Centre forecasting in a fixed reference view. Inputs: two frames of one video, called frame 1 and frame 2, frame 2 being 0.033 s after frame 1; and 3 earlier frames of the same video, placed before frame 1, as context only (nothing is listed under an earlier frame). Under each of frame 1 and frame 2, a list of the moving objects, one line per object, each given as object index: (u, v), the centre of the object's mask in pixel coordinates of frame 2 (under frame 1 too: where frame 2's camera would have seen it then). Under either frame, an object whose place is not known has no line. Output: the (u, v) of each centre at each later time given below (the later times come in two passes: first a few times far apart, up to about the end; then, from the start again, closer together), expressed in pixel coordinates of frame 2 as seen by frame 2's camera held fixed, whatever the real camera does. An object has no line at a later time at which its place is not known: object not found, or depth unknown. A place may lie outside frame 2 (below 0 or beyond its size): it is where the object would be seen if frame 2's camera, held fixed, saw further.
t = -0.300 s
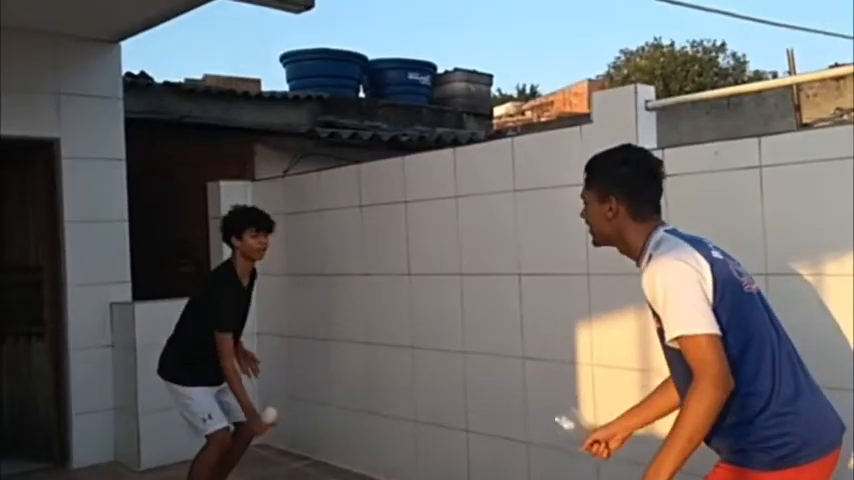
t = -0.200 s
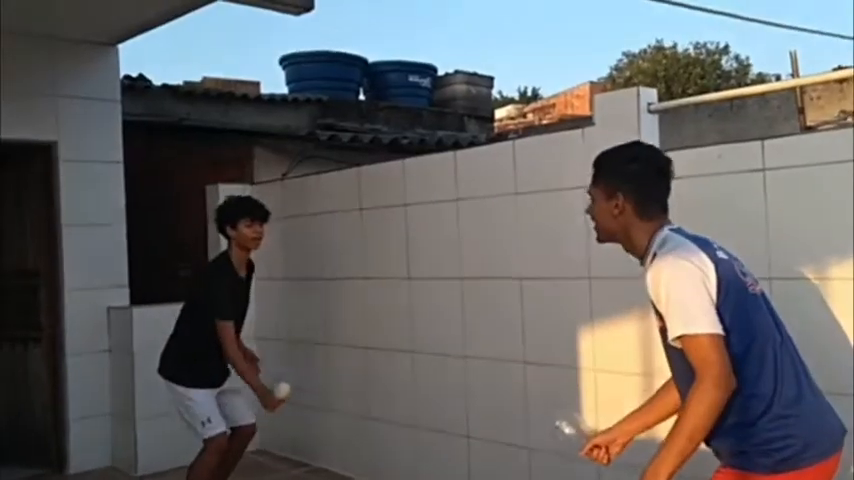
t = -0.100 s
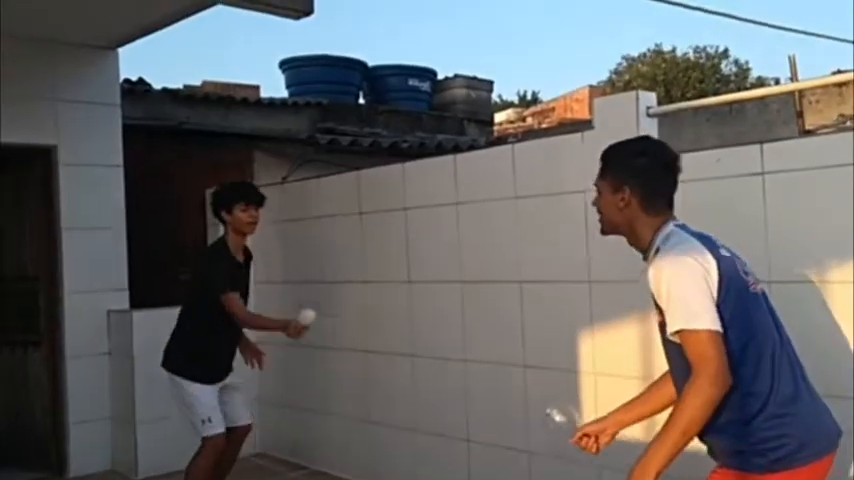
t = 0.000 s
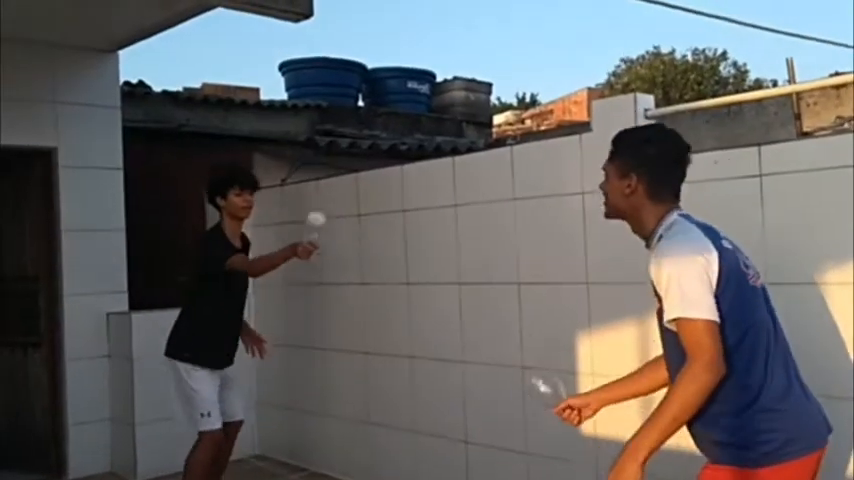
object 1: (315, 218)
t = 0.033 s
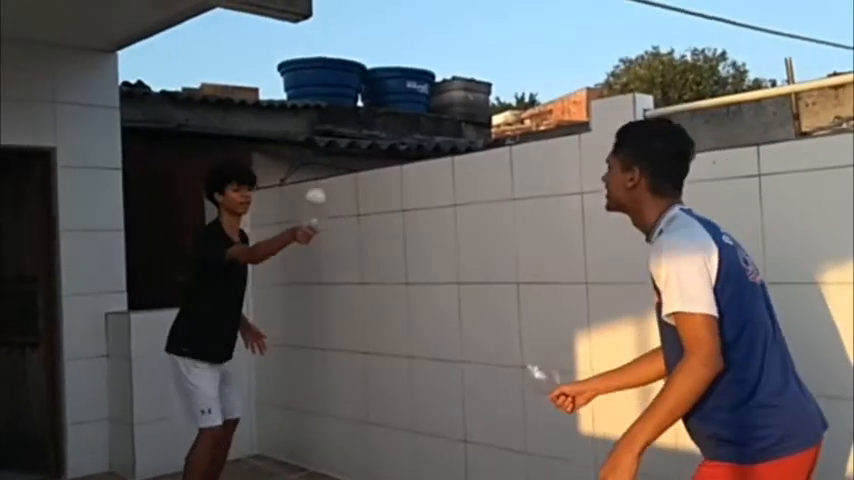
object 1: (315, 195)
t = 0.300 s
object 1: (325, 92)
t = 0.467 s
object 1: (333, 117)
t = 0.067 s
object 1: (316, 175)
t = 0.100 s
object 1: (317, 157)
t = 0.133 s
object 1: (318, 140)
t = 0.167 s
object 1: (319, 126)
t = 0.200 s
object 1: (320, 113)
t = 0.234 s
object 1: (321, 104)
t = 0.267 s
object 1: (322, 97)
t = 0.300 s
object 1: (325, 92)
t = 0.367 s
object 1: (326, 93)
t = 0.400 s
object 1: (328, 98)
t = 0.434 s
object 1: (331, 106)
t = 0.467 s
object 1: (333, 117)
